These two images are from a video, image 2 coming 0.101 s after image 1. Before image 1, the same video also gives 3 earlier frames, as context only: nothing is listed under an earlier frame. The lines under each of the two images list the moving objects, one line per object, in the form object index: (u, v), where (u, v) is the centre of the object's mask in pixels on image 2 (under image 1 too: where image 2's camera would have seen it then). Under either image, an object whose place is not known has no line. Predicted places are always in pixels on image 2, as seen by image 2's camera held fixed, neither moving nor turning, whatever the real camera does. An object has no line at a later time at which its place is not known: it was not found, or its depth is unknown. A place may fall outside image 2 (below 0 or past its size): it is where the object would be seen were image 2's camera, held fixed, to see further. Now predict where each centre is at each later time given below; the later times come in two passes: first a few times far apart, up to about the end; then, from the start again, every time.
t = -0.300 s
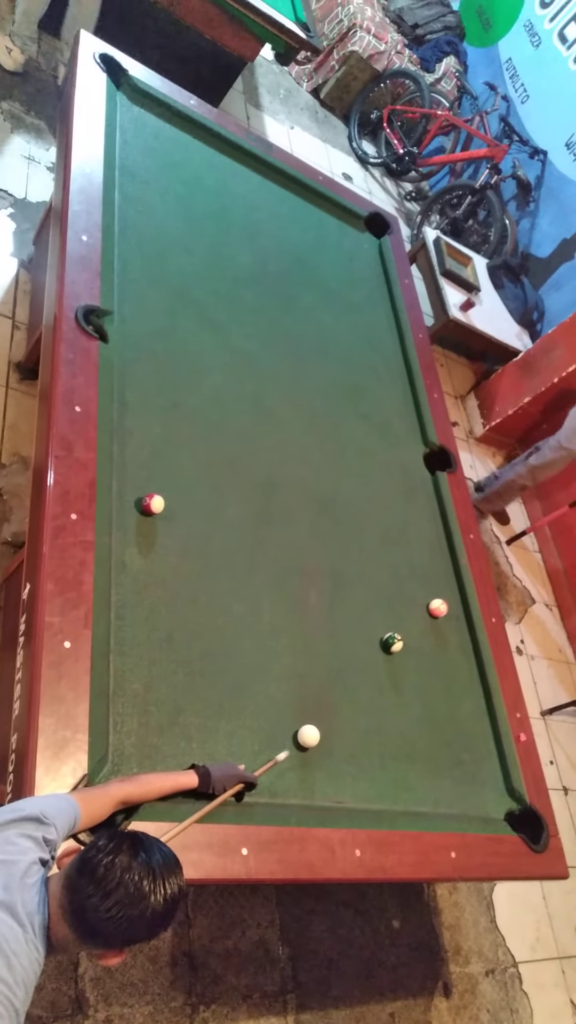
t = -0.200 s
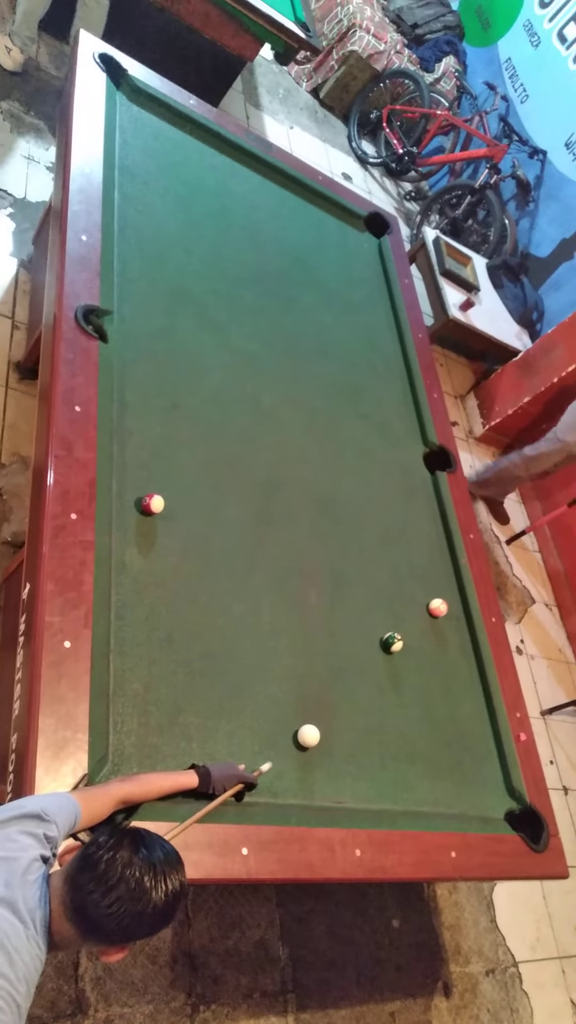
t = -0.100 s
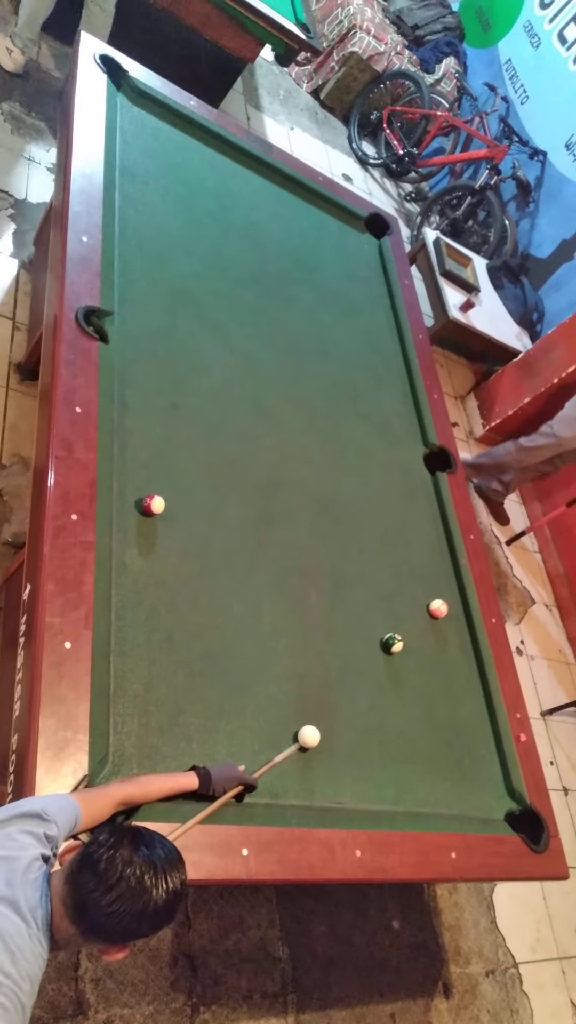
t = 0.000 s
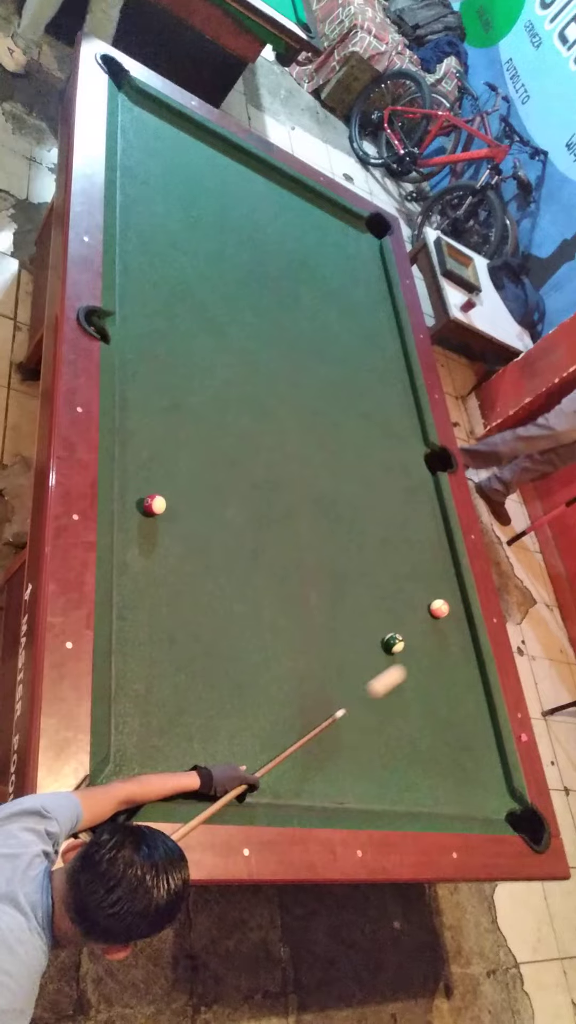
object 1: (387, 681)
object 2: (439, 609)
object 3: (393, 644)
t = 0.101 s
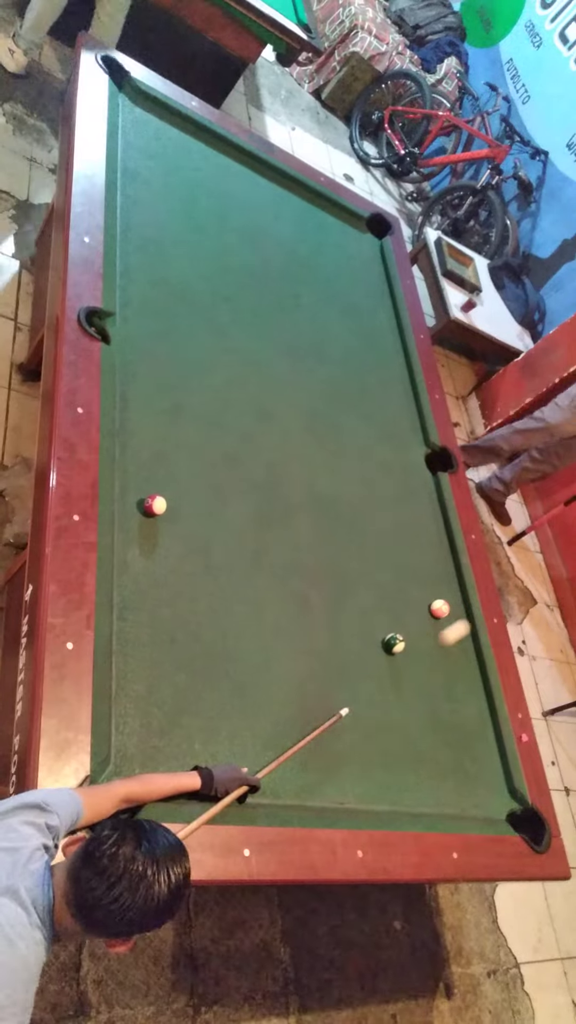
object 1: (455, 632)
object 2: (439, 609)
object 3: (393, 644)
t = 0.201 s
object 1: (443, 593)
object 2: (436, 611)
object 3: (393, 644)
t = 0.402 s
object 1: (398, 525)
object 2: (418, 619)
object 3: (393, 644)
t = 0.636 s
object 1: (350, 452)
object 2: (398, 628)
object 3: (393, 645)
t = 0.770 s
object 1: (324, 412)
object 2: (388, 626)
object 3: (389, 654)
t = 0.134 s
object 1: (465, 619)
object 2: (439, 609)
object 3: (393, 644)
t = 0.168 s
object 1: (456, 607)
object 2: (438, 609)
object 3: (393, 644)
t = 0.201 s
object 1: (443, 593)
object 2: (436, 611)
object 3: (393, 644)
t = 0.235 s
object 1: (435, 581)
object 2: (434, 612)
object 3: (393, 644)
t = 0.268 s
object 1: (427, 569)
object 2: (431, 613)
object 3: (393, 644)
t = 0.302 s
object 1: (420, 559)
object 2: (428, 615)
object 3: (393, 644)
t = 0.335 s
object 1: (413, 547)
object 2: (424, 616)
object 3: (393, 644)
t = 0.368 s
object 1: (406, 536)
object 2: (421, 618)
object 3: (393, 644)
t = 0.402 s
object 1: (398, 525)
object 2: (418, 619)
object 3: (393, 644)
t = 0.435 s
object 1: (391, 515)
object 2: (416, 621)
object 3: (393, 644)
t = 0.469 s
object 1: (384, 504)
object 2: (412, 622)
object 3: (393, 644)
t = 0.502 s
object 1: (377, 493)
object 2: (409, 624)
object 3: (393, 644)
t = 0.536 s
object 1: (370, 483)
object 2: (406, 625)
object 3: (393, 644)
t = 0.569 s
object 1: (364, 472)
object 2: (403, 626)
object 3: (393, 644)
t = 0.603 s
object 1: (357, 462)
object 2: (400, 627)
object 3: (393, 645)
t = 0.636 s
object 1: (350, 452)
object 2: (398, 628)
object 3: (393, 645)
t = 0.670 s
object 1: (344, 441)
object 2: (395, 627)
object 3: (392, 647)
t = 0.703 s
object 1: (337, 431)
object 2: (392, 626)
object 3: (391, 649)
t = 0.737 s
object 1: (331, 422)
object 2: (391, 627)
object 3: (390, 652)
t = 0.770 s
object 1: (324, 412)
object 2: (388, 626)
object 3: (389, 654)
